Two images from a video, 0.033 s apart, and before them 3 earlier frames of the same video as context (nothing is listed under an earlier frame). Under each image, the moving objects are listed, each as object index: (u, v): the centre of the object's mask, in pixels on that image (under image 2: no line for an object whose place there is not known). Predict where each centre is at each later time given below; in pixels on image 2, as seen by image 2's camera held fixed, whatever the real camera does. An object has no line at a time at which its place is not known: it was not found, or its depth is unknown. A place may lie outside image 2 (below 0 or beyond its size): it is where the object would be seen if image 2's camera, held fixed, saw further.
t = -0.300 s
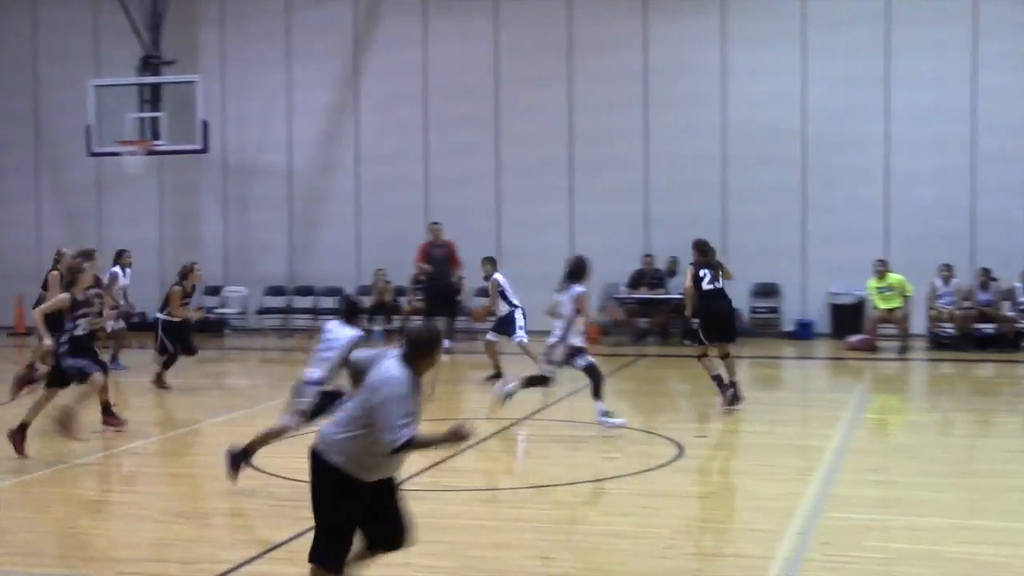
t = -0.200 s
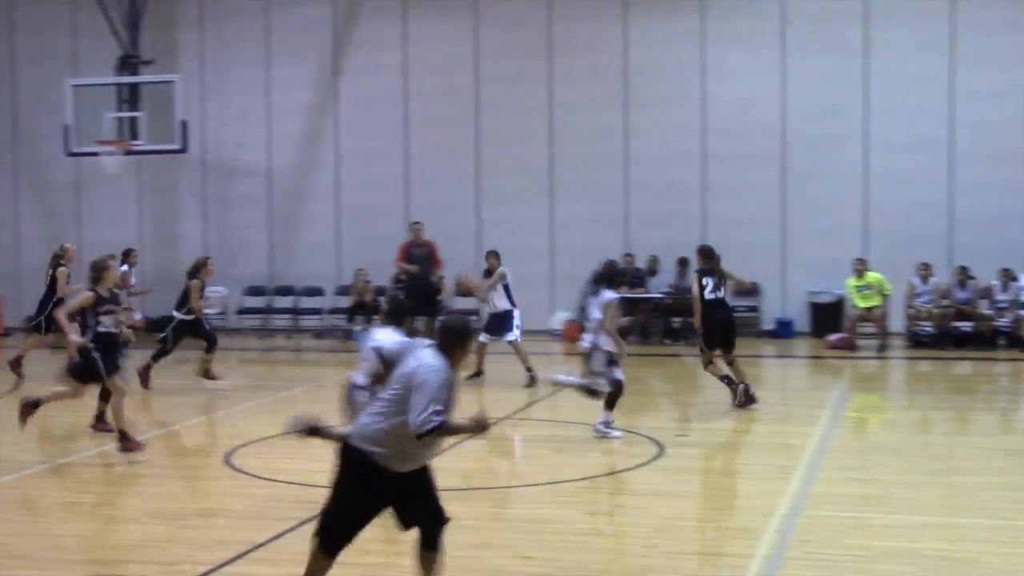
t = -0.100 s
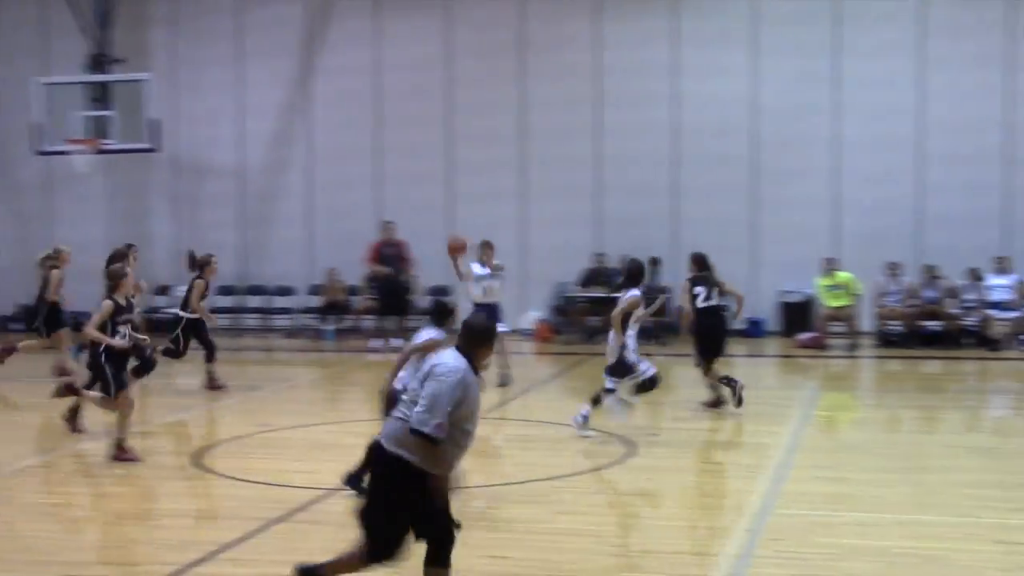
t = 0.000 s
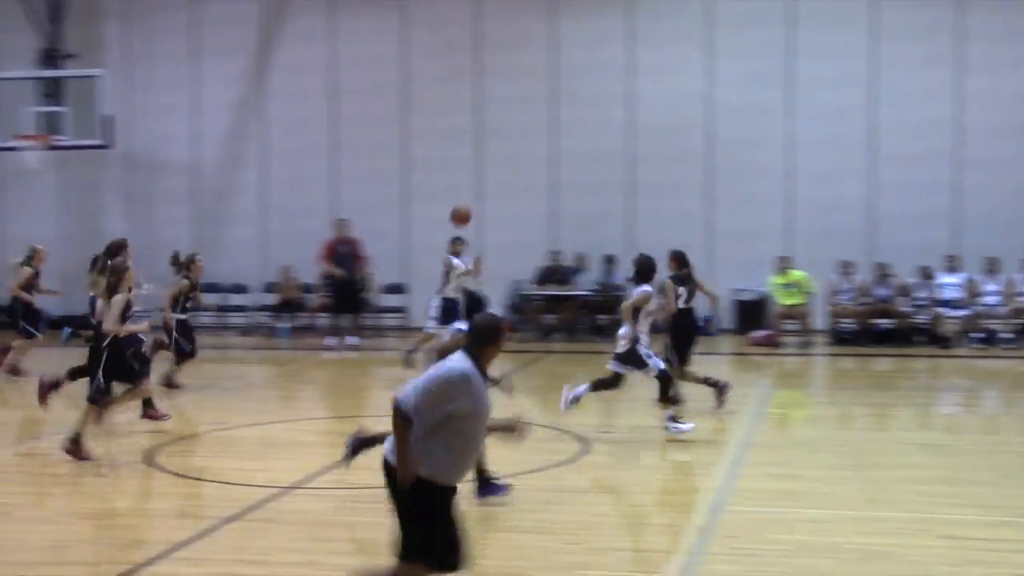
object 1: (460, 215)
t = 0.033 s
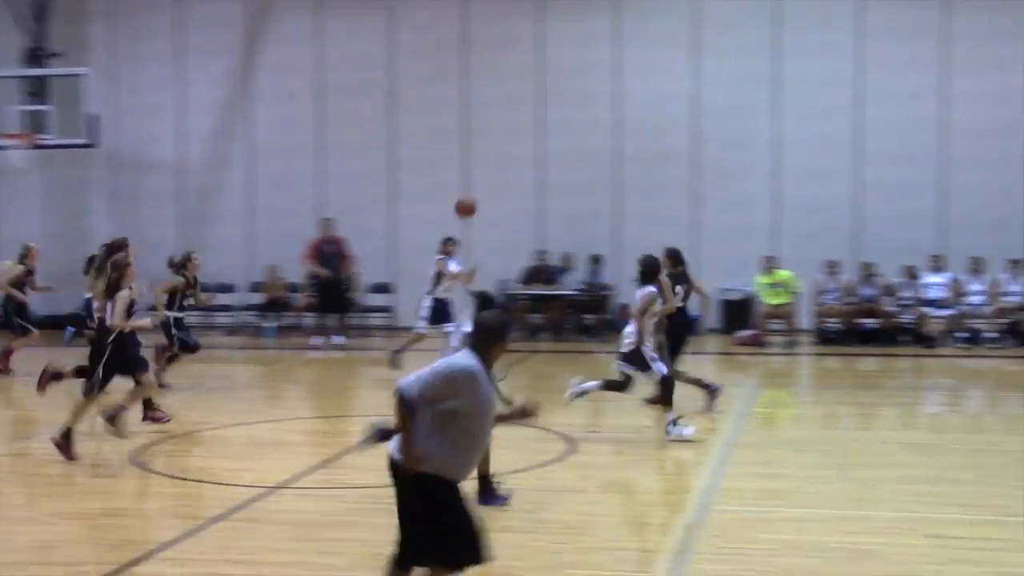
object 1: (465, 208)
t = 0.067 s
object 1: (483, 200)
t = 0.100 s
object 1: (501, 193)
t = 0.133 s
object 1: (519, 187)
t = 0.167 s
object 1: (538, 182)
